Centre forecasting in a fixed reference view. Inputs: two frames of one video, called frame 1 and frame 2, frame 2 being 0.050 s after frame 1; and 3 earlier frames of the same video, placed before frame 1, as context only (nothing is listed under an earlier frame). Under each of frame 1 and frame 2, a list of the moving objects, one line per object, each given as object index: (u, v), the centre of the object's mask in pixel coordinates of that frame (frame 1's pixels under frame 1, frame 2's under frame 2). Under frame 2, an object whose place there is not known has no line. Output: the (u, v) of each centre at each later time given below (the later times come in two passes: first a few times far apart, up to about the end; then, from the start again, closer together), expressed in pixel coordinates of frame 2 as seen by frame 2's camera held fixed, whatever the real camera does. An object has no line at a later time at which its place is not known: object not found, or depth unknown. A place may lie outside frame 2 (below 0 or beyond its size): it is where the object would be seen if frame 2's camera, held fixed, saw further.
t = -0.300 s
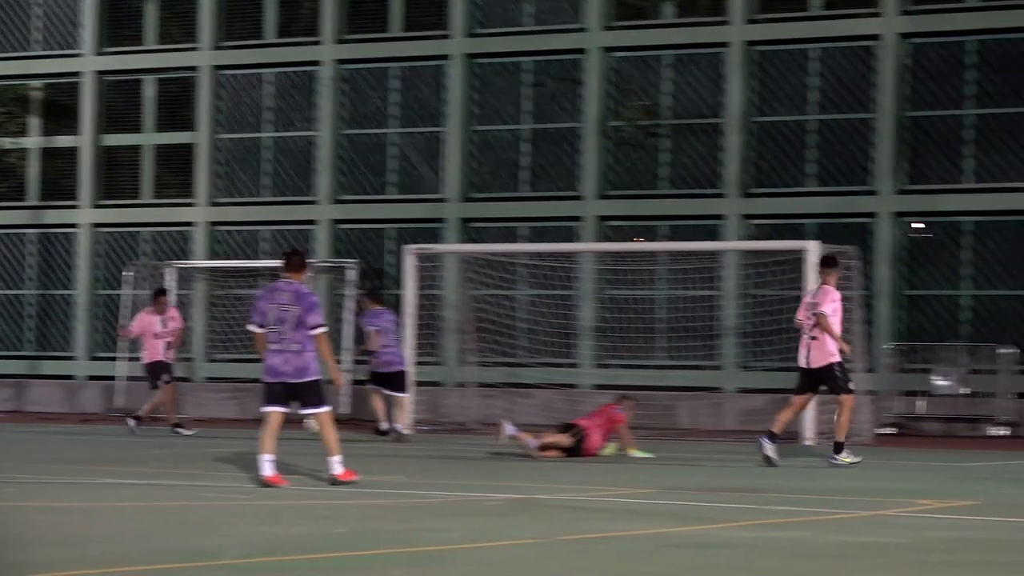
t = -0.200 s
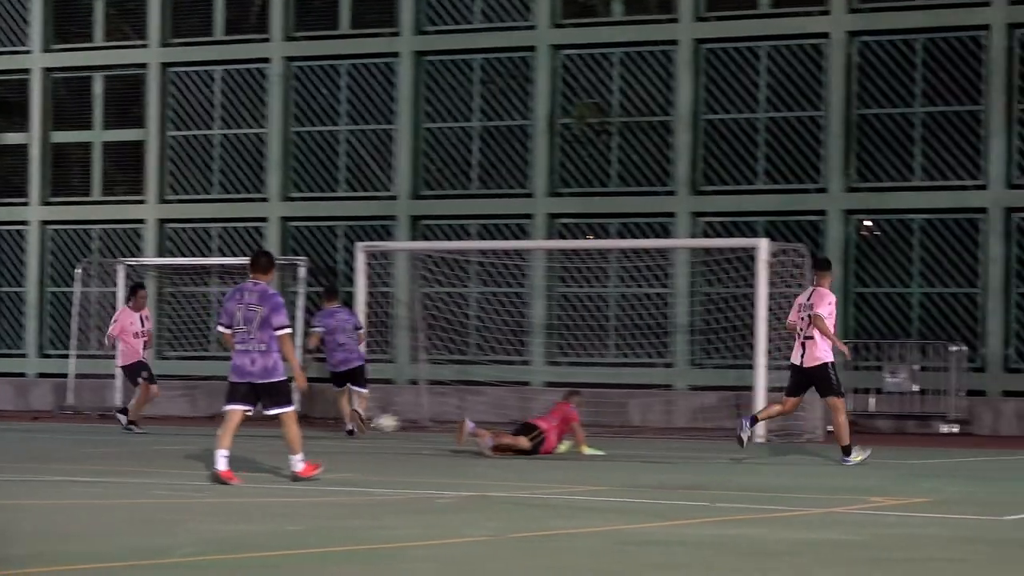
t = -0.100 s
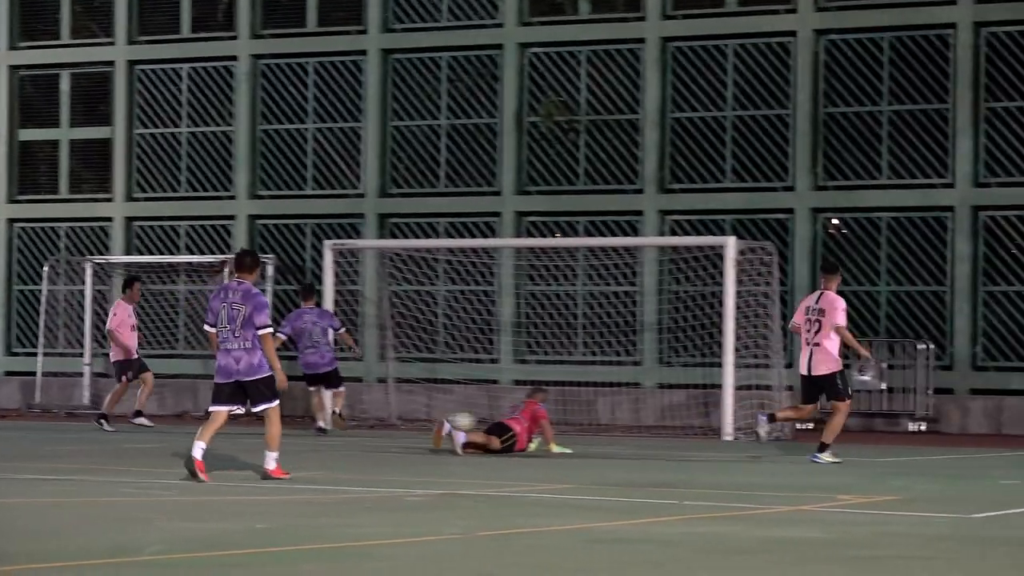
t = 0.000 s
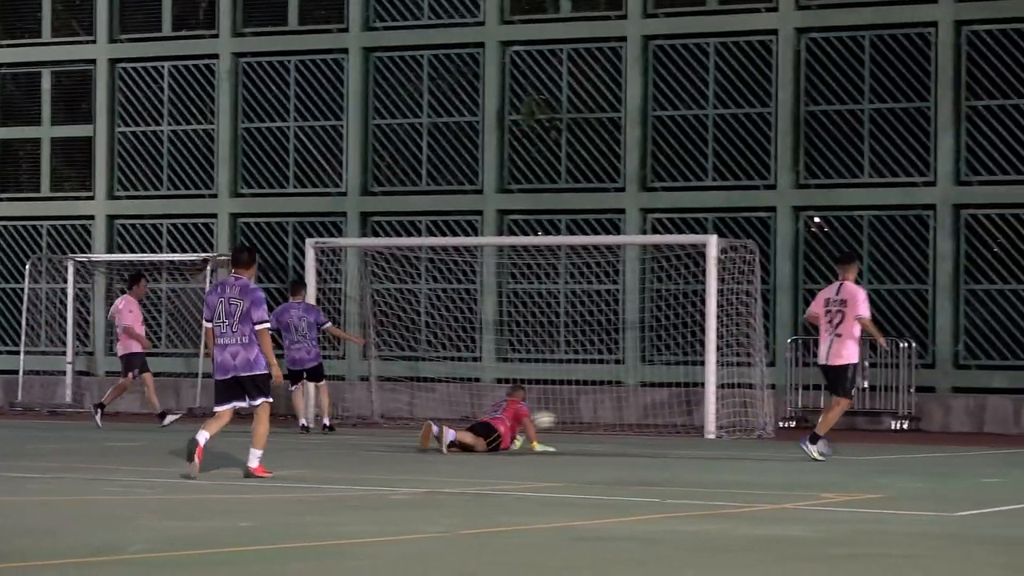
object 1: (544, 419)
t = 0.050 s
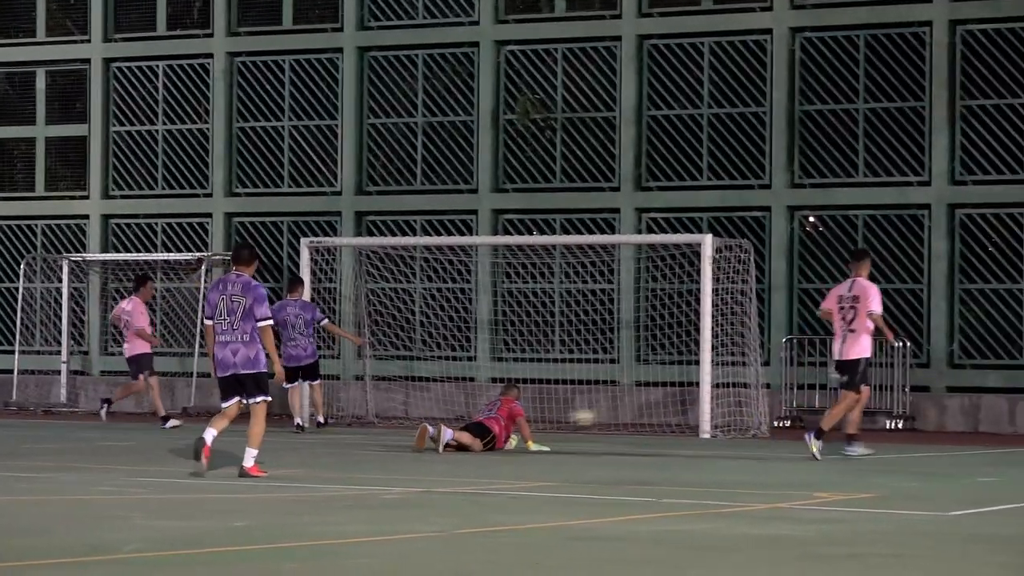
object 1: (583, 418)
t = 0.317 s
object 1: (765, 382)
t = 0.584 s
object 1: (838, 352)
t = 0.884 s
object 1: (817, 375)
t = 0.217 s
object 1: (715, 408)
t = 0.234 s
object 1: (720, 404)
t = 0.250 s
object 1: (730, 398)
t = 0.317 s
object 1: (765, 382)
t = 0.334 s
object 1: (770, 380)
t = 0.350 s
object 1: (775, 376)
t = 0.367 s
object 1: (781, 373)
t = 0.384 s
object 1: (787, 370)
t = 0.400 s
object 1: (793, 367)
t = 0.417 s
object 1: (797, 365)
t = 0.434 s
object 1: (803, 363)
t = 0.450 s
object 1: (807, 360)
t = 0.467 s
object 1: (813, 359)
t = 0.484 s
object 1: (818, 357)
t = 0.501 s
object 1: (821, 356)
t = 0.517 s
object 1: (826, 355)
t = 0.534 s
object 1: (829, 354)
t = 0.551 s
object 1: (833, 353)
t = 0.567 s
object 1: (836, 352)
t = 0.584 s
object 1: (838, 352)
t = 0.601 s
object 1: (839, 351)
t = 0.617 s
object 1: (839, 350)
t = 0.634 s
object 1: (839, 350)
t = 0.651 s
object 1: (838, 350)
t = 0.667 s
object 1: (837, 349)
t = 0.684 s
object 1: (836, 350)
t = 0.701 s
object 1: (835, 351)
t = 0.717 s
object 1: (833, 352)
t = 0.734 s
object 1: (831, 353)
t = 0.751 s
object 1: (830, 354)
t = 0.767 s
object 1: (828, 356)
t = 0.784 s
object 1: (827, 357)
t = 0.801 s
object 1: (825, 360)
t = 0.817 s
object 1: (823, 362)
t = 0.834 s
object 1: (821, 364)
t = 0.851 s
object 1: (821, 368)
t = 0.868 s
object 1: (819, 370)
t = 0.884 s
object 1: (817, 375)
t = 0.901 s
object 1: (814, 376)
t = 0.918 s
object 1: (812, 381)
